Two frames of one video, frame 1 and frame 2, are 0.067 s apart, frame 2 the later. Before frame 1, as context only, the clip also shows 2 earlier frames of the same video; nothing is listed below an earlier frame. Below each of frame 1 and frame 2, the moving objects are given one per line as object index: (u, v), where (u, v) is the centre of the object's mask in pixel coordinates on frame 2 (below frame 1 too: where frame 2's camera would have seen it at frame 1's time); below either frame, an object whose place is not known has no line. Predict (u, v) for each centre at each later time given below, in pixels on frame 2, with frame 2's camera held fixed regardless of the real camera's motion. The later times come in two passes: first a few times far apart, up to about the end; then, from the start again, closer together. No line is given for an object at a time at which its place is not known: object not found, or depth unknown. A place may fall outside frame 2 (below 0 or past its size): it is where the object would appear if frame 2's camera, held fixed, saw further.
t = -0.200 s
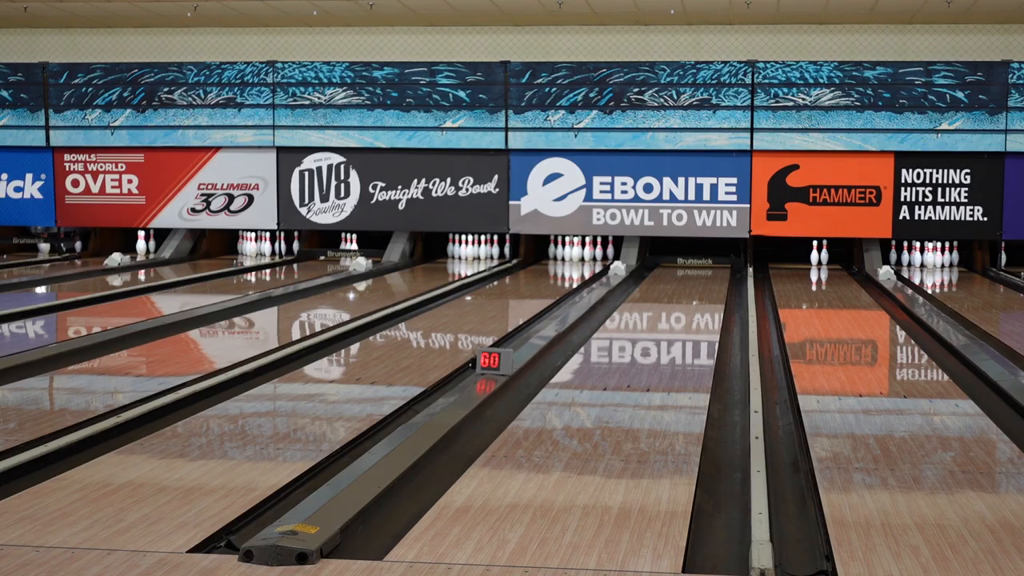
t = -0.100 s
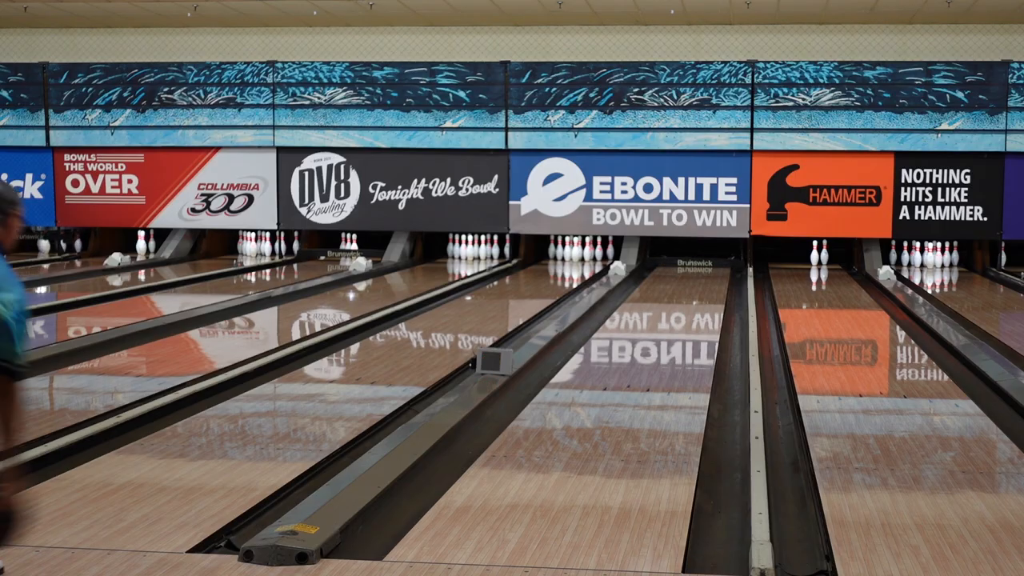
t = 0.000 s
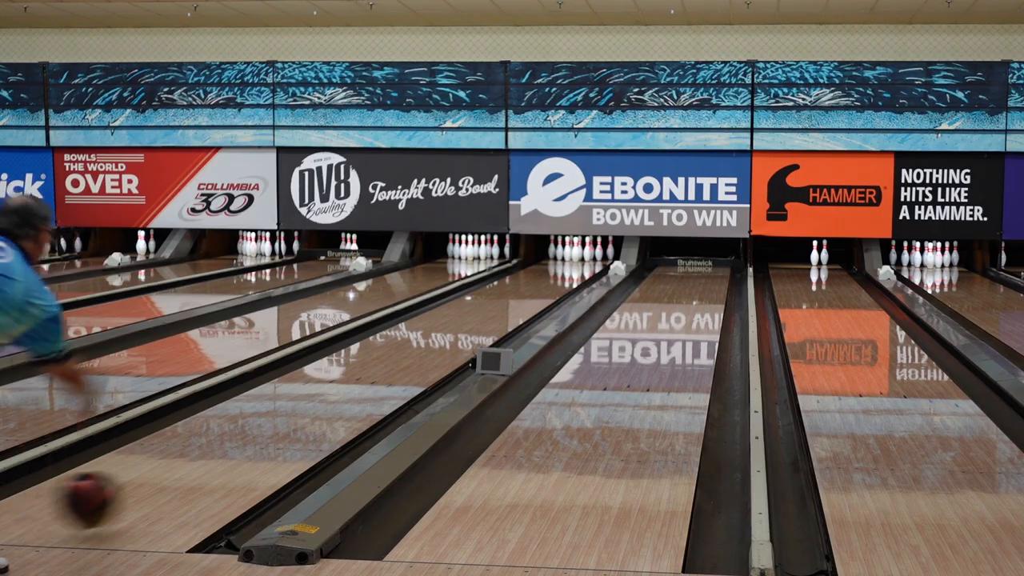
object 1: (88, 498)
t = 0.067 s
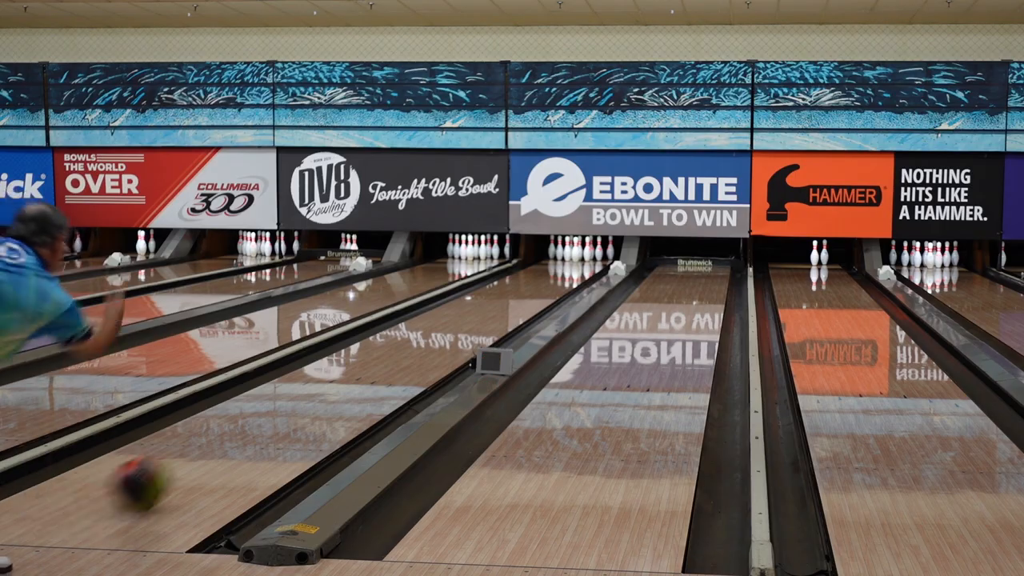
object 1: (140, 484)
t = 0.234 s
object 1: (242, 435)
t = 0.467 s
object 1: (340, 388)
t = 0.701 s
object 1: (406, 356)
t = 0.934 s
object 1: (455, 332)
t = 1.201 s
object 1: (497, 311)
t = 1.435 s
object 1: (526, 296)
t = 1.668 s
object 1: (547, 285)
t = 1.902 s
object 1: (563, 276)
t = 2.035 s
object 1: (569, 272)
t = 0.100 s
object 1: (165, 472)
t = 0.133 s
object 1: (188, 462)
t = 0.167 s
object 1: (205, 453)
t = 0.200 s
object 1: (224, 444)
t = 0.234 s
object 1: (242, 435)
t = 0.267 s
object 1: (259, 428)
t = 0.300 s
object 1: (273, 421)
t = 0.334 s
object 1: (289, 413)
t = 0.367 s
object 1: (303, 407)
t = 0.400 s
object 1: (315, 400)
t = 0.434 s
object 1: (328, 394)
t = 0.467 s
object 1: (340, 388)
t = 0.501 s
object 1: (351, 382)
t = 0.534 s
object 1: (361, 377)
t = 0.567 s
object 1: (371, 372)
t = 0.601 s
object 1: (381, 368)
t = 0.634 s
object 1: (389, 364)
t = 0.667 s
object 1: (398, 360)
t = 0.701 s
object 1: (406, 356)
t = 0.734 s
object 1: (415, 352)
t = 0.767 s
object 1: (422, 348)
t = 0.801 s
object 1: (429, 344)
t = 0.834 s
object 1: (436, 341)
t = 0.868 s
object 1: (443, 337)
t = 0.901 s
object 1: (449, 334)
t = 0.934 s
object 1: (455, 332)
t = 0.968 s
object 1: (461, 329)
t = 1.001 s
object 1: (467, 325)
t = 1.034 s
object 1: (472, 323)
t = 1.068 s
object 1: (477, 320)
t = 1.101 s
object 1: (483, 317)
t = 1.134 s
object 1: (489, 314)
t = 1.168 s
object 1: (492, 313)
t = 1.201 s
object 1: (497, 311)
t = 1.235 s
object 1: (501, 308)
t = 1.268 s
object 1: (507, 306)
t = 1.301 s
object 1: (511, 303)
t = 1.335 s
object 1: (515, 302)
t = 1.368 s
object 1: (518, 300)
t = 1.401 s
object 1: (522, 298)
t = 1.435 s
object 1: (526, 296)
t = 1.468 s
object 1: (529, 294)
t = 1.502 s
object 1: (532, 292)
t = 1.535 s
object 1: (535, 291)
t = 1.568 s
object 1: (538, 289)
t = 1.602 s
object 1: (542, 288)
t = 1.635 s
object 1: (544, 286)
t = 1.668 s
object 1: (547, 285)
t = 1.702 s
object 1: (550, 283)
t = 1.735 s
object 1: (552, 282)
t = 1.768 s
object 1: (554, 281)
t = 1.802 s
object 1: (557, 279)
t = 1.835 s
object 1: (559, 278)
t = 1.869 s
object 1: (561, 277)
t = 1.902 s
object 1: (563, 276)
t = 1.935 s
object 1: (565, 275)
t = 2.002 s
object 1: (568, 272)
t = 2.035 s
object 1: (569, 272)
